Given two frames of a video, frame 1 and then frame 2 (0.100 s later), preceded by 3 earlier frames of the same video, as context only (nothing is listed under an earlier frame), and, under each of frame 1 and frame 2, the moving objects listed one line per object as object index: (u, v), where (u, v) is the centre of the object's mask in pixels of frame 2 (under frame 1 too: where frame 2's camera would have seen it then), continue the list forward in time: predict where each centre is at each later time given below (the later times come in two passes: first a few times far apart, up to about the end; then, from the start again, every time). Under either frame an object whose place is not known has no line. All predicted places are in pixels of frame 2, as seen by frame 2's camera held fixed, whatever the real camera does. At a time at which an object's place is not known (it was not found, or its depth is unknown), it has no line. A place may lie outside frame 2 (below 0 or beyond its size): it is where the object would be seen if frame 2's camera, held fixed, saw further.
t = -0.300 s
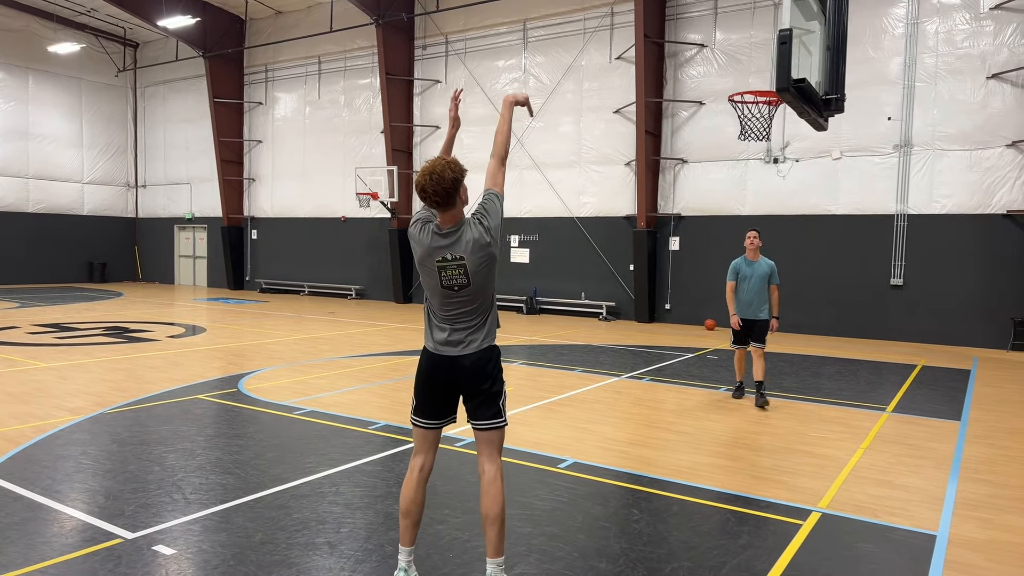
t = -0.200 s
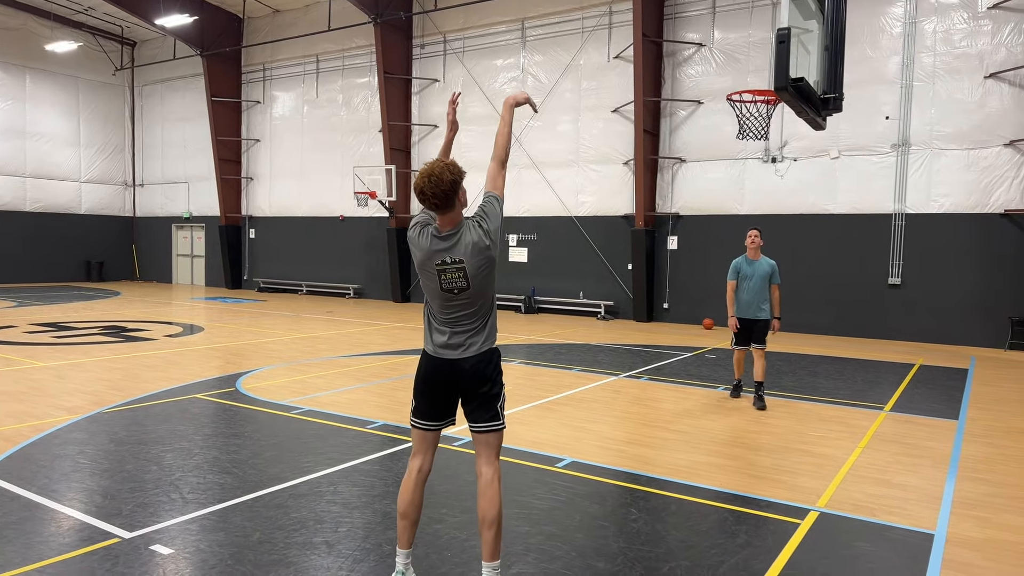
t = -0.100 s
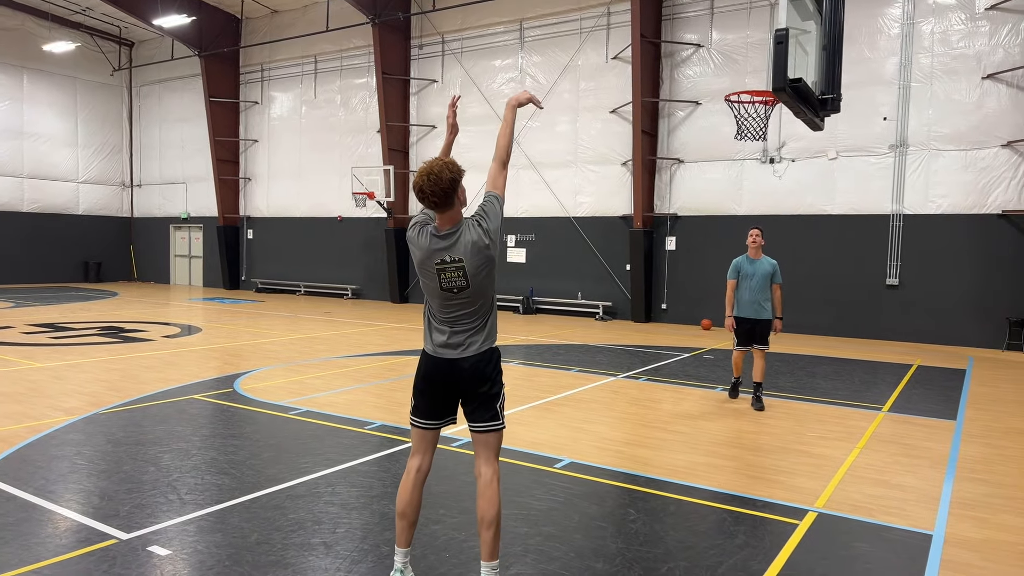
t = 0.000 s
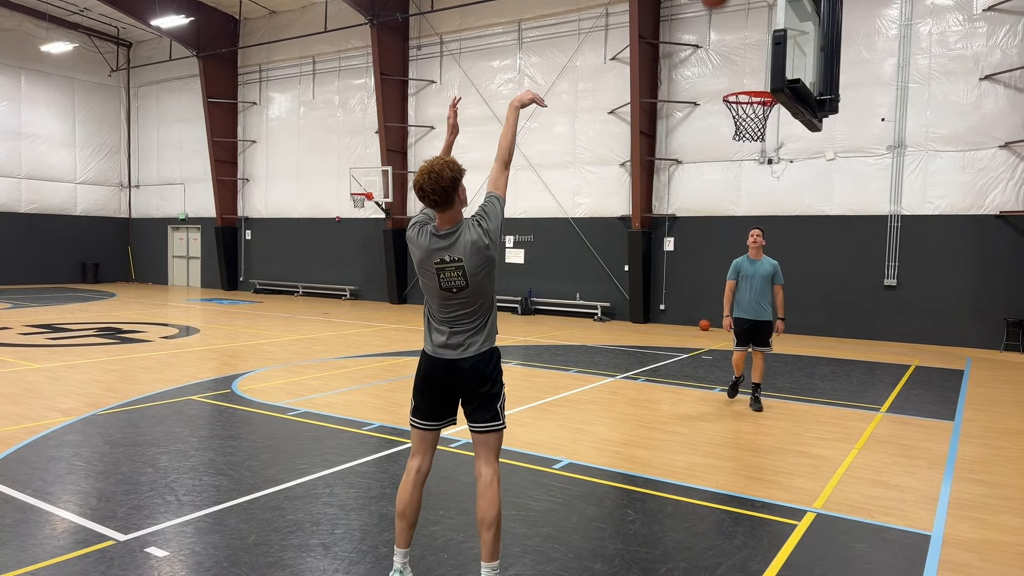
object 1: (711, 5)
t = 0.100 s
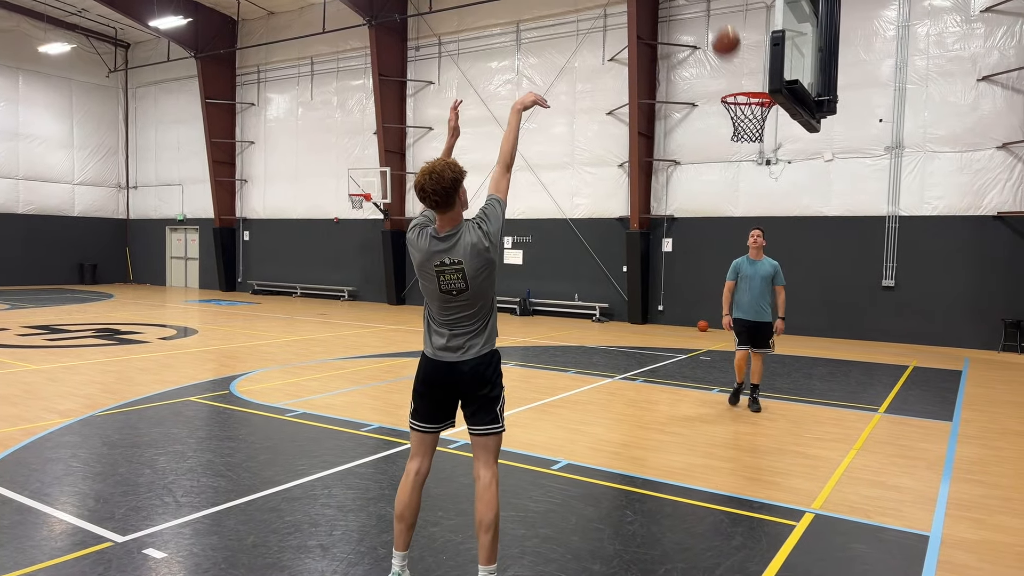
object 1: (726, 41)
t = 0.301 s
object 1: (762, 119)
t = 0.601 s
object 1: (752, 137)
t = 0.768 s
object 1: (731, 179)
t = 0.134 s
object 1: (730, 59)
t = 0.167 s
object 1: (732, 76)
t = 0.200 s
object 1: (736, 94)
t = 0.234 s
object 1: (745, 106)
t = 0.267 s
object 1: (755, 116)
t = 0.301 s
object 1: (762, 119)
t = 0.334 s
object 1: (767, 121)
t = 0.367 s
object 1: (770, 121)
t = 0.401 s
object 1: (770, 122)
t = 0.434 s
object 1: (769, 122)
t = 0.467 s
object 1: (767, 122)
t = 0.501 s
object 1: (763, 125)
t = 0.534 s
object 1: (759, 128)
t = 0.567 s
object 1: (755, 131)
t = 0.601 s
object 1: (752, 137)
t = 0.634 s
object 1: (747, 142)
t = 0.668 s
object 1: (743, 149)
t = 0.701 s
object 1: (739, 158)
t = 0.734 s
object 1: (735, 168)
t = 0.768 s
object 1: (731, 179)
